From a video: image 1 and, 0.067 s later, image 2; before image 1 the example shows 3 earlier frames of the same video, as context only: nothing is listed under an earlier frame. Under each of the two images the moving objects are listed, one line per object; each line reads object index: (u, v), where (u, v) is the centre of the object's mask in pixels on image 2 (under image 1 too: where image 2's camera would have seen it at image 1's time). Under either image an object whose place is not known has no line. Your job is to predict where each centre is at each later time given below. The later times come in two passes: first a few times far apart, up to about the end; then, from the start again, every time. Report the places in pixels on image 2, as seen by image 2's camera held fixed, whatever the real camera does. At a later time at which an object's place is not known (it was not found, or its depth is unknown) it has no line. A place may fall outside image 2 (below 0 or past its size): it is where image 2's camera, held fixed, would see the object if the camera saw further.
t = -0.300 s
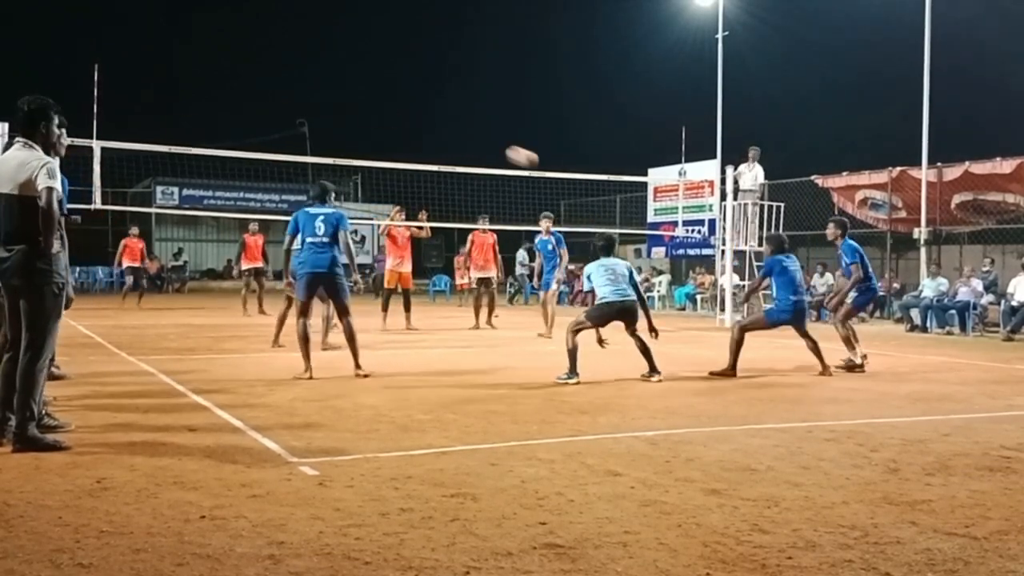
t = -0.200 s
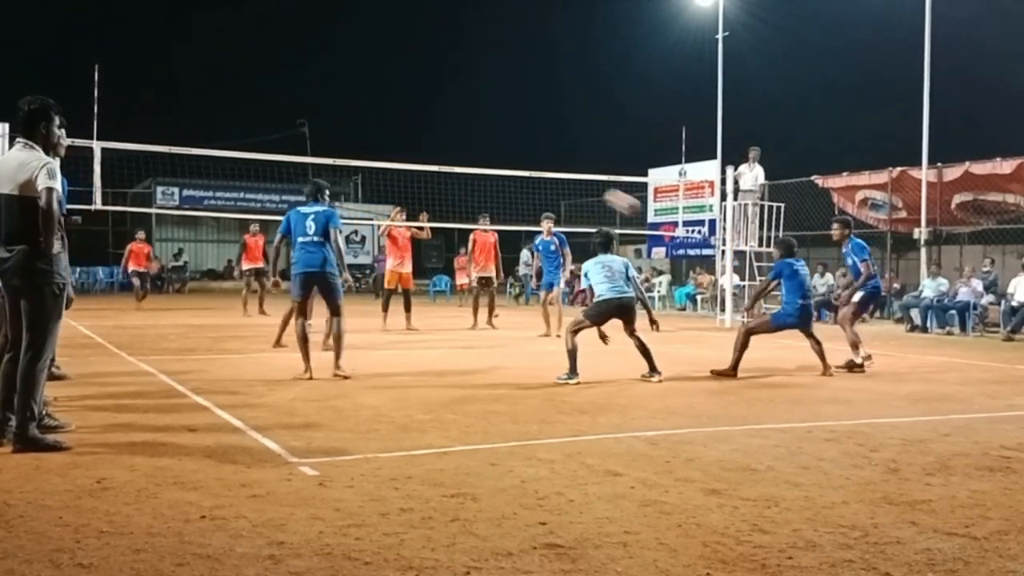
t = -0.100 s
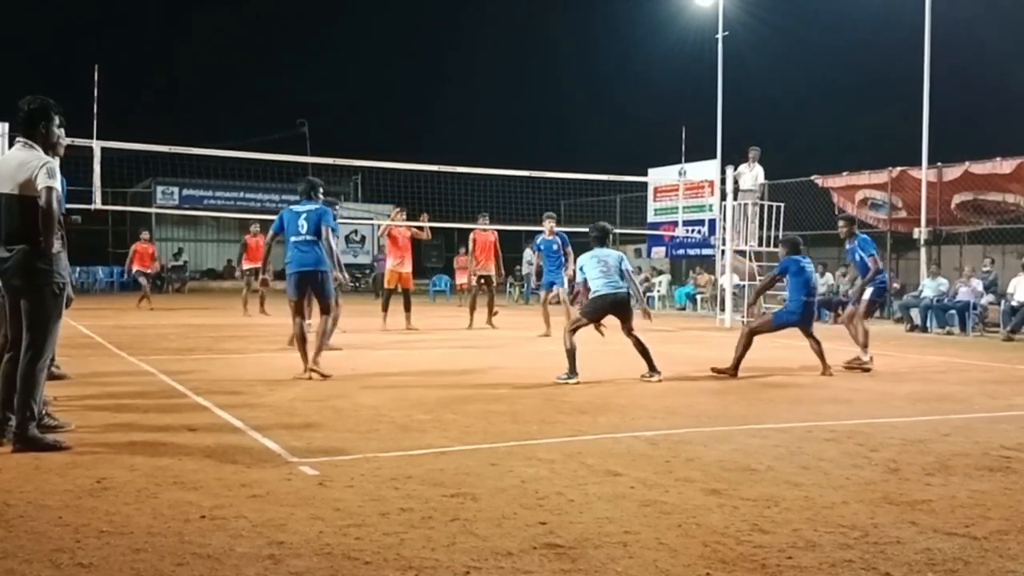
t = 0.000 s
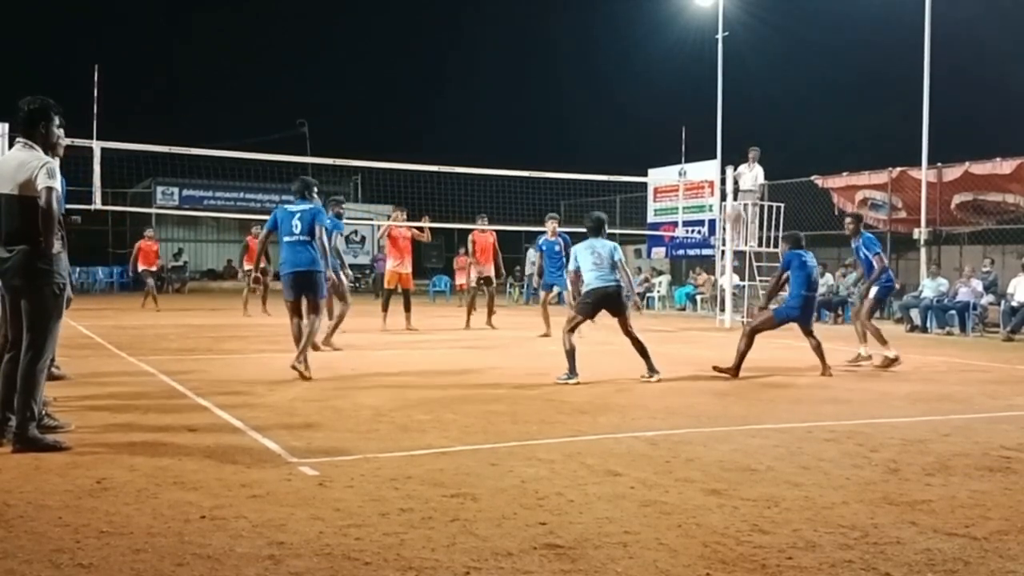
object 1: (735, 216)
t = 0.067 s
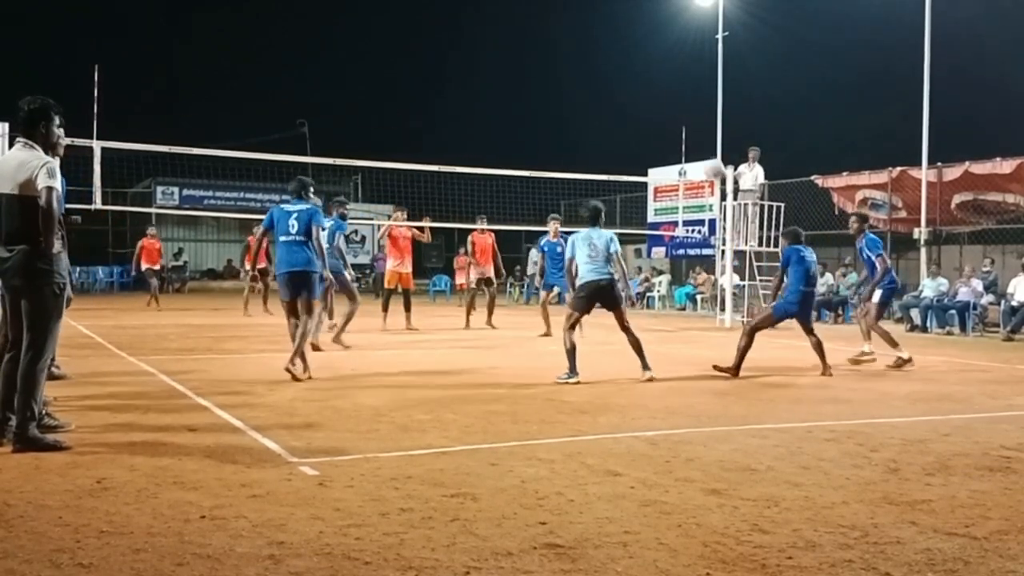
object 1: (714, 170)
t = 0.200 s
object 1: (681, 101)
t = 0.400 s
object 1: (635, 32)
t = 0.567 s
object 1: (602, 6)
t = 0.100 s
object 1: (705, 150)
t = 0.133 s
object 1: (697, 133)
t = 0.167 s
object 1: (689, 116)
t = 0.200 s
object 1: (681, 101)
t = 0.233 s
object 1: (673, 87)
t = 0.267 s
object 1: (664, 73)
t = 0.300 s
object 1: (657, 61)
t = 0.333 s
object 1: (650, 50)
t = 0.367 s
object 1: (643, 40)
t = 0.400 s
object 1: (635, 32)
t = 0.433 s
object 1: (628, 24)
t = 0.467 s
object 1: (621, 17)
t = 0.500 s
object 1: (615, 11)
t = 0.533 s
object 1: (608, 8)
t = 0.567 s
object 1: (602, 6)
